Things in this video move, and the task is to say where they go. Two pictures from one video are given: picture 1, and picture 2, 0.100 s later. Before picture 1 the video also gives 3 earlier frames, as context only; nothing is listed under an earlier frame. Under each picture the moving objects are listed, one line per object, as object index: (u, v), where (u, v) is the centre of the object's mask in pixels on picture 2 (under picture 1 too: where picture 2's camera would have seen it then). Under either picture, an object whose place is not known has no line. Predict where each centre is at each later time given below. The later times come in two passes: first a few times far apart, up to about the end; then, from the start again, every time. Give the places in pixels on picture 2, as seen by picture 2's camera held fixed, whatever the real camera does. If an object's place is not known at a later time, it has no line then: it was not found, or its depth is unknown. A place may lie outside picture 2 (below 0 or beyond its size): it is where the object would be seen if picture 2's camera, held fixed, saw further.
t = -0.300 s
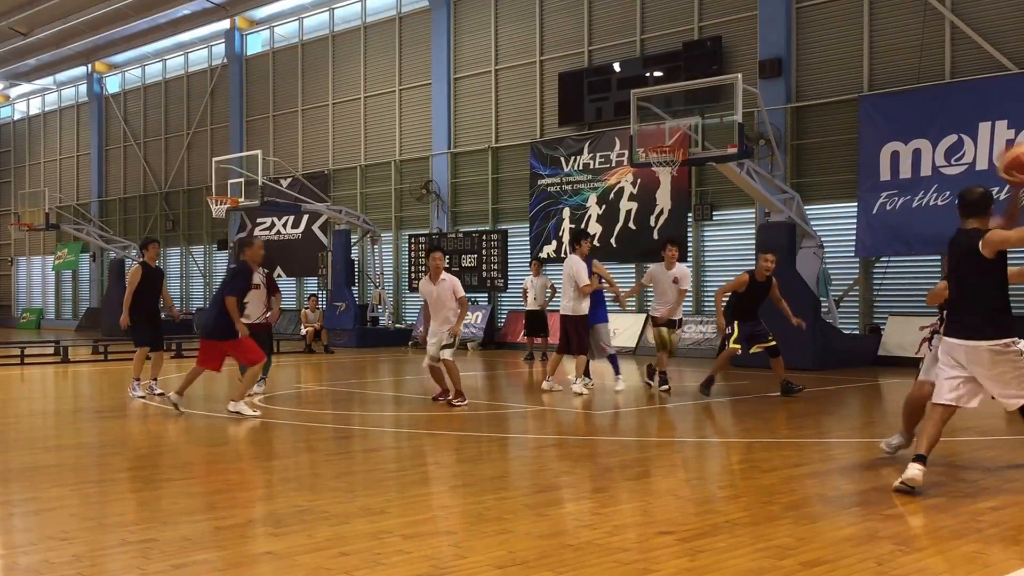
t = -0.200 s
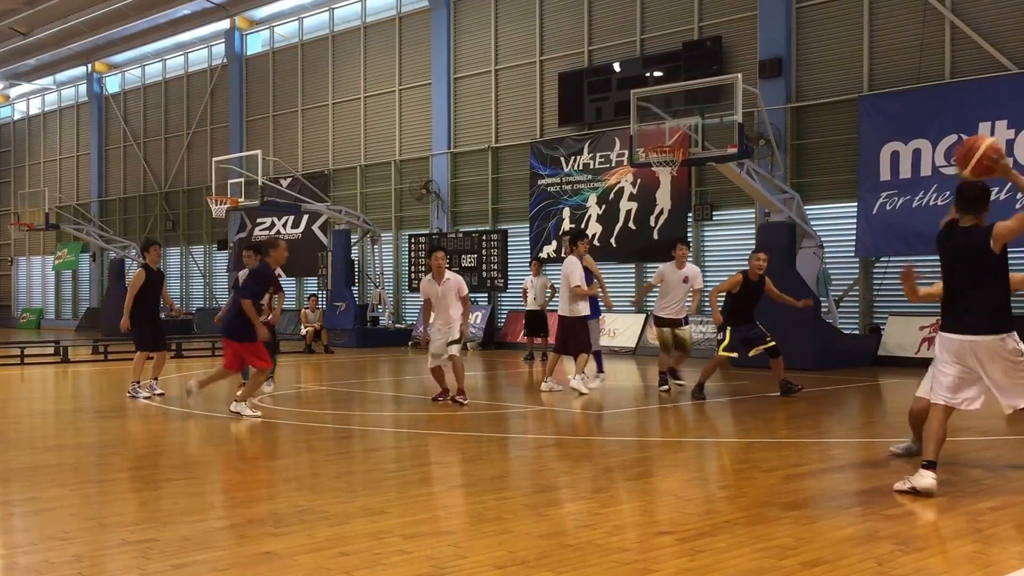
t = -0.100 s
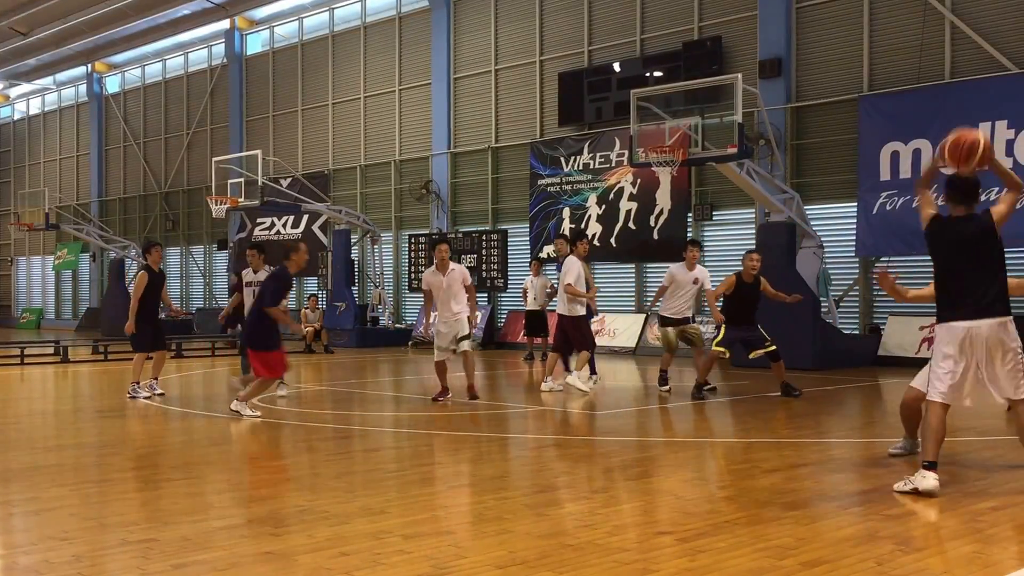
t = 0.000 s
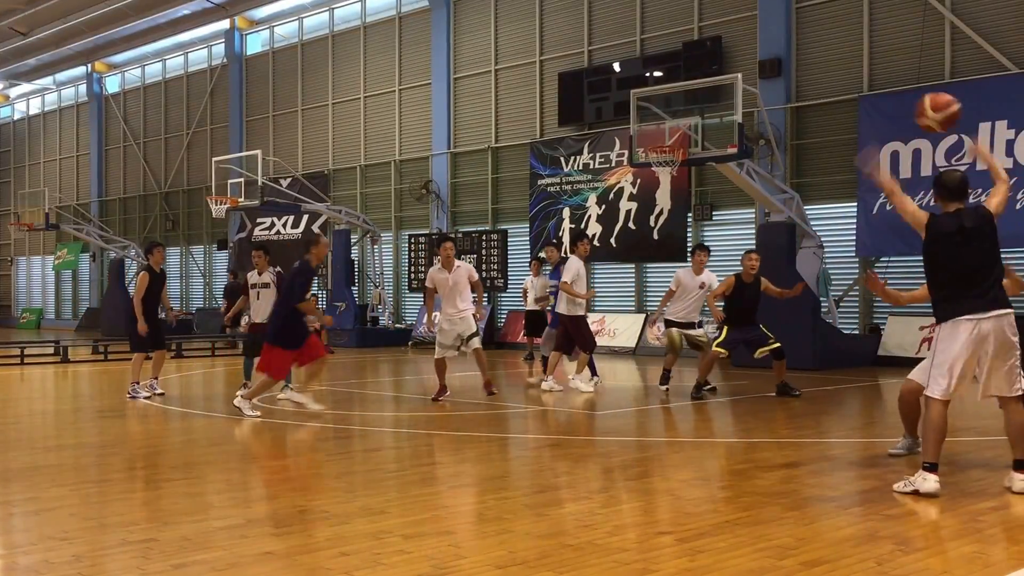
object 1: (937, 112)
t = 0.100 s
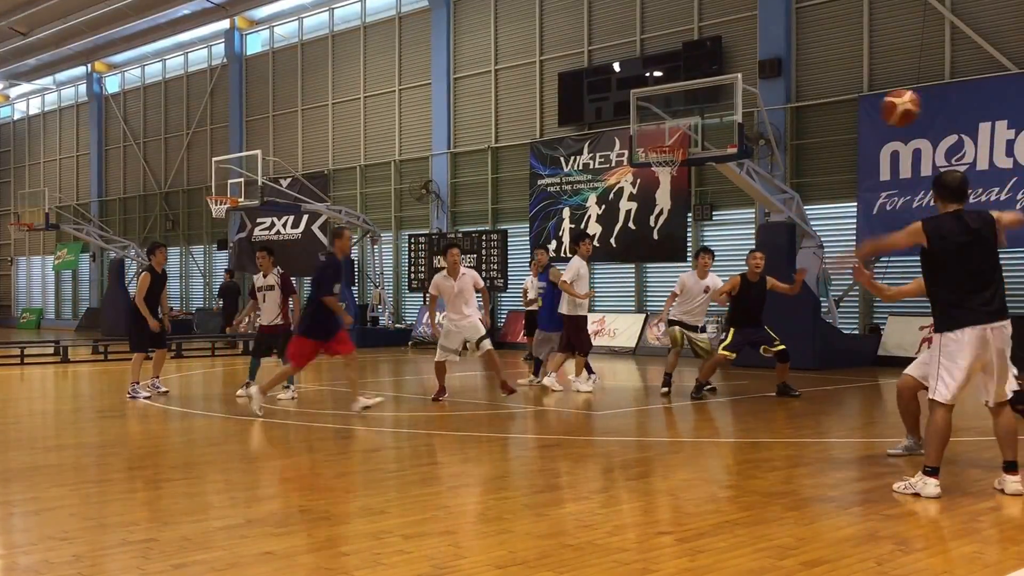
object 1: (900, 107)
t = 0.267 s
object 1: (856, 130)
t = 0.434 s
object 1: (826, 177)
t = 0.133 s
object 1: (890, 109)
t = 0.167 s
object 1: (880, 113)
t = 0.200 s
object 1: (872, 117)
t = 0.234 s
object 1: (864, 123)
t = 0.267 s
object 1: (856, 130)
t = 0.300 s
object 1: (849, 137)
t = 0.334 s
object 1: (843, 145)
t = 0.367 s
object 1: (837, 155)
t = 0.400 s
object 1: (832, 165)
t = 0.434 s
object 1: (826, 177)
